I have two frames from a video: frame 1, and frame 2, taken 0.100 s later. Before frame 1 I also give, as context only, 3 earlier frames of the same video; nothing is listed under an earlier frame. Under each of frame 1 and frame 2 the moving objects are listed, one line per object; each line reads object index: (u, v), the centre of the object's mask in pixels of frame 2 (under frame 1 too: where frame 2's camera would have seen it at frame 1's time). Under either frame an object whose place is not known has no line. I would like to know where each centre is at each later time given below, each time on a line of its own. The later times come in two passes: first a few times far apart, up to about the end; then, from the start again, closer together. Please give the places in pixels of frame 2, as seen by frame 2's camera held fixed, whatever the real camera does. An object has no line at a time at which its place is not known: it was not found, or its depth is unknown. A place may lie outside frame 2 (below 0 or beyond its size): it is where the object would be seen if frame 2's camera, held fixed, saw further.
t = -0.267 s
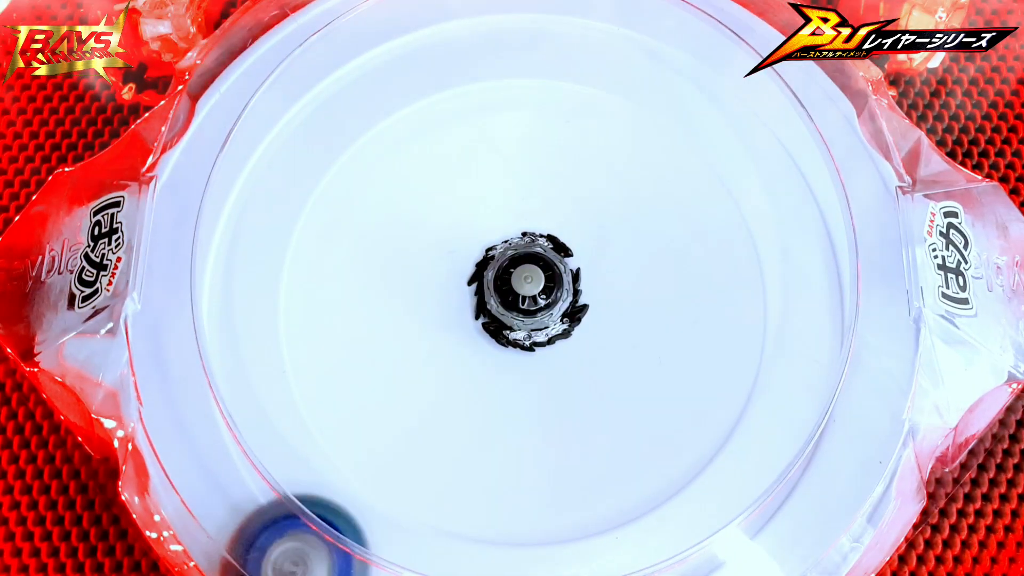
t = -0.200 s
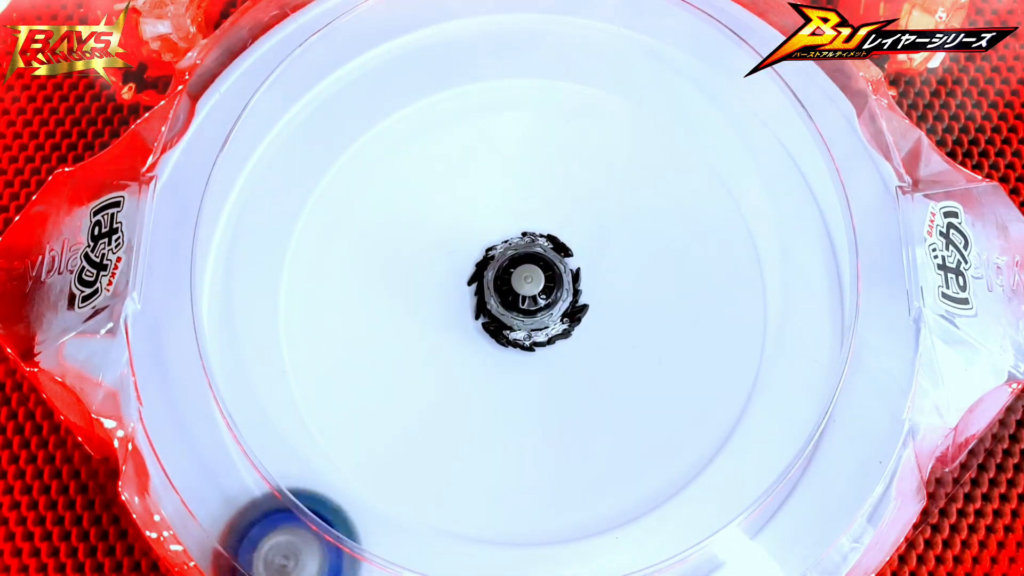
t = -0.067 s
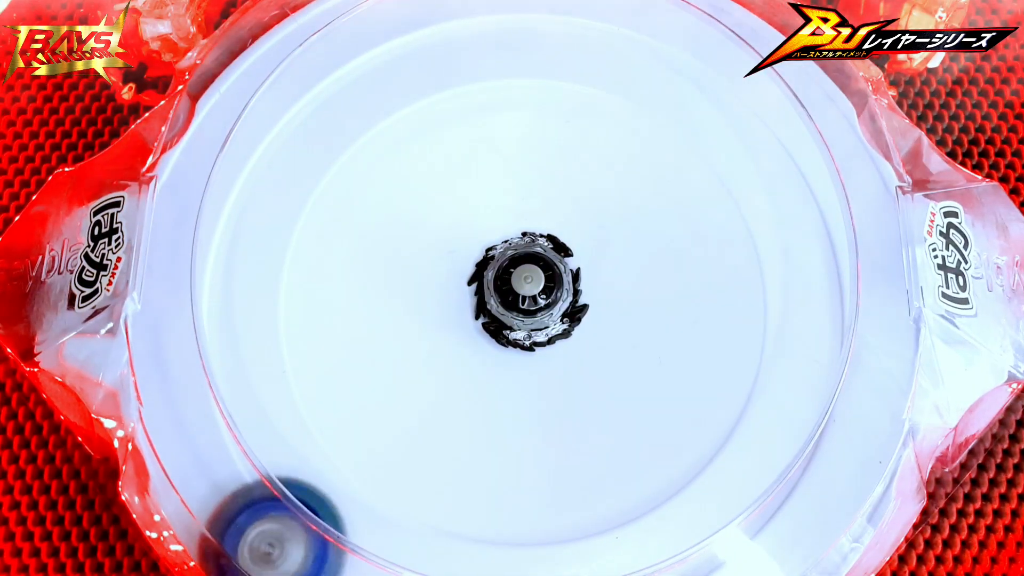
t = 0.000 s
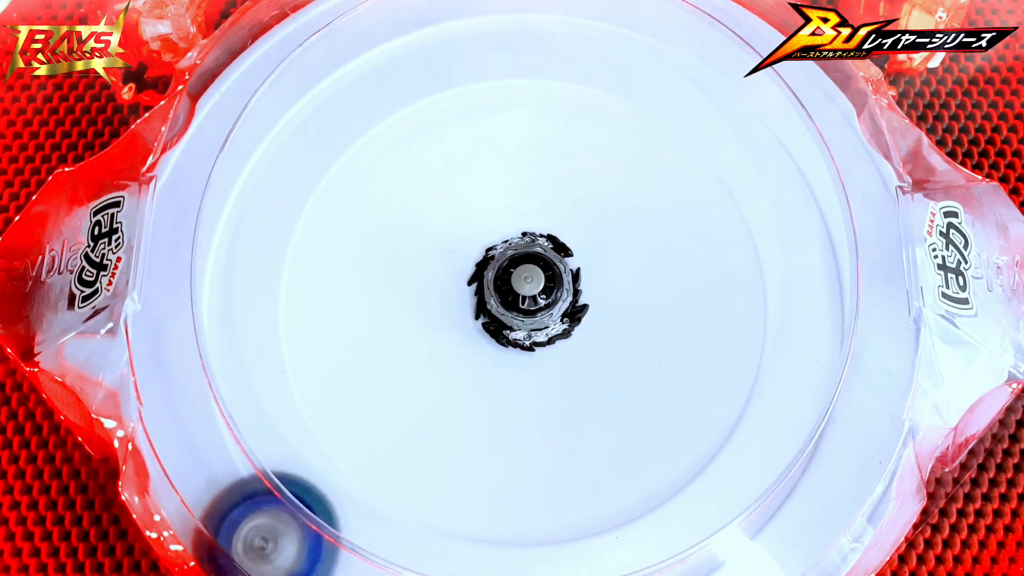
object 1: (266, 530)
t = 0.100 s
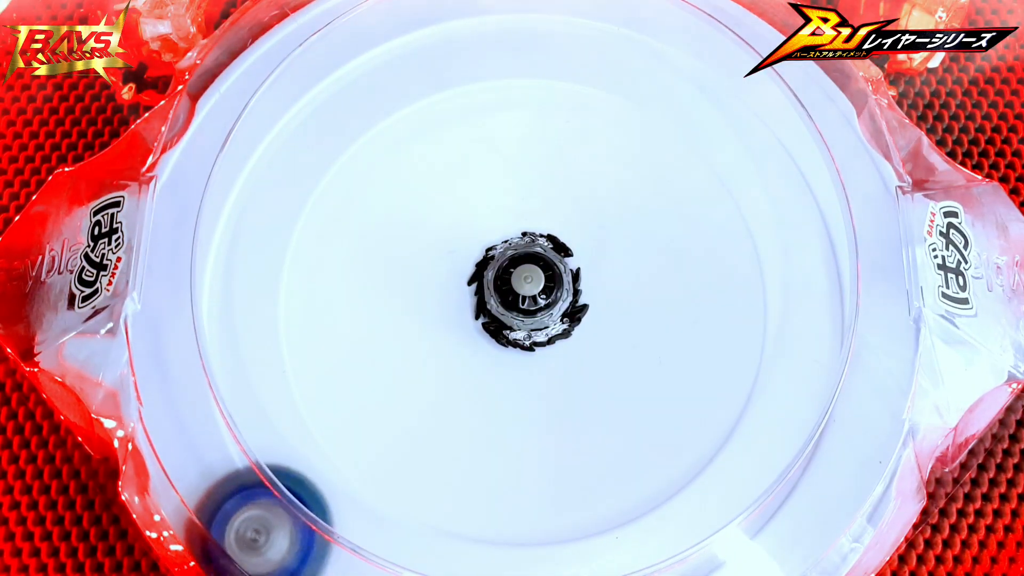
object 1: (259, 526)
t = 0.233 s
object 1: (253, 520)
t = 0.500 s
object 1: (245, 501)
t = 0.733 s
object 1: (283, 408)
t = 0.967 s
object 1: (354, 298)
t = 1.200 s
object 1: (578, 149)
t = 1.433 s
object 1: (752, 286)
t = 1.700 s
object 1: (527, 521)
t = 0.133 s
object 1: (257, 525)
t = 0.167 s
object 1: (256, 523)
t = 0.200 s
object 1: (254, 522)
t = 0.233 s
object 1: (253, 520)
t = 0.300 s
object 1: (250, 516)
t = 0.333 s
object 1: (248, 514)
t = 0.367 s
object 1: (248, 512)
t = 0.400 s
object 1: (247, 509)
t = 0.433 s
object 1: (246, 507)
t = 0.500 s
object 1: (245, 501)
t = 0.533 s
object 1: (245, 497)
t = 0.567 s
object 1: (249, 486)
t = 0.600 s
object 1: (249, 476)
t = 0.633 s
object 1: (254, 462)
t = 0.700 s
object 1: (268, 428)
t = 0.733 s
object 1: (283, 408)
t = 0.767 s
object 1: (284, 398)
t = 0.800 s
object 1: (286, 388)
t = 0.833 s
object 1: (290, 377)
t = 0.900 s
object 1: (315, 342)
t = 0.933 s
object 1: (332, 321)
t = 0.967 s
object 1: (354, 298)
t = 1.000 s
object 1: (379, 273)
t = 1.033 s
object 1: (406, 247)
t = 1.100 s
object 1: (472, 197)
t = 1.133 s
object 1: (505, 175)
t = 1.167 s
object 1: (541, 158)
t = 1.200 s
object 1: (578, 149)
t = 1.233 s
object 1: (614, 148)
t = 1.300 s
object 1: (679, 168)
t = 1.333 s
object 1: (706, 190)
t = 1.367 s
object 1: (727, 217)
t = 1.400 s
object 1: (742, 249)
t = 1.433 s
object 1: (752, 286)
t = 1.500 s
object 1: (747, 365)
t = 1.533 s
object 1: (732, 404)
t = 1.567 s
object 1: (707, 442)
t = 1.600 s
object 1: (673, 476)
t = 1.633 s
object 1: (630, 501)
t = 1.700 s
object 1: (527, 521)
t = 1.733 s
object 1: (471, 519)
